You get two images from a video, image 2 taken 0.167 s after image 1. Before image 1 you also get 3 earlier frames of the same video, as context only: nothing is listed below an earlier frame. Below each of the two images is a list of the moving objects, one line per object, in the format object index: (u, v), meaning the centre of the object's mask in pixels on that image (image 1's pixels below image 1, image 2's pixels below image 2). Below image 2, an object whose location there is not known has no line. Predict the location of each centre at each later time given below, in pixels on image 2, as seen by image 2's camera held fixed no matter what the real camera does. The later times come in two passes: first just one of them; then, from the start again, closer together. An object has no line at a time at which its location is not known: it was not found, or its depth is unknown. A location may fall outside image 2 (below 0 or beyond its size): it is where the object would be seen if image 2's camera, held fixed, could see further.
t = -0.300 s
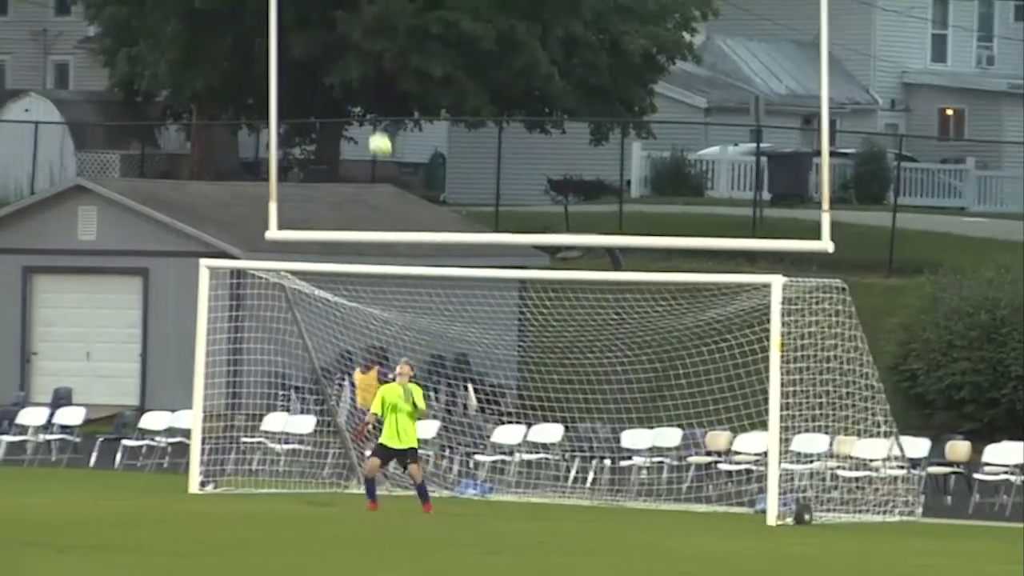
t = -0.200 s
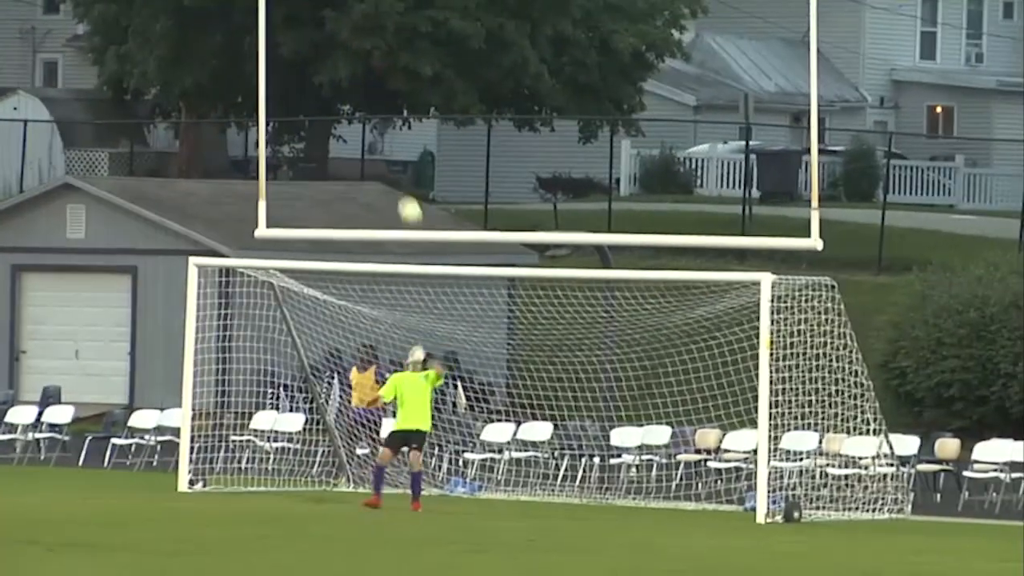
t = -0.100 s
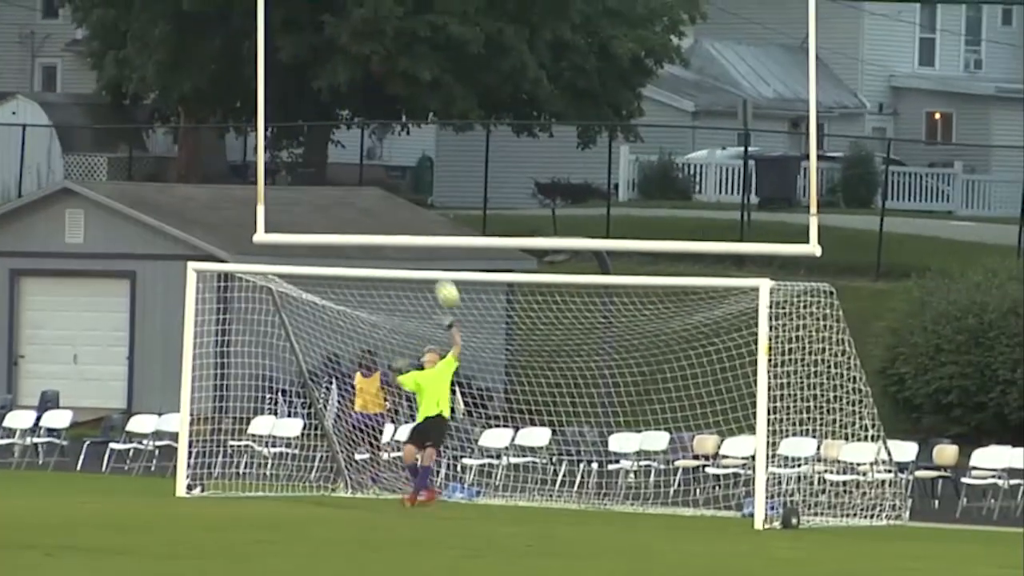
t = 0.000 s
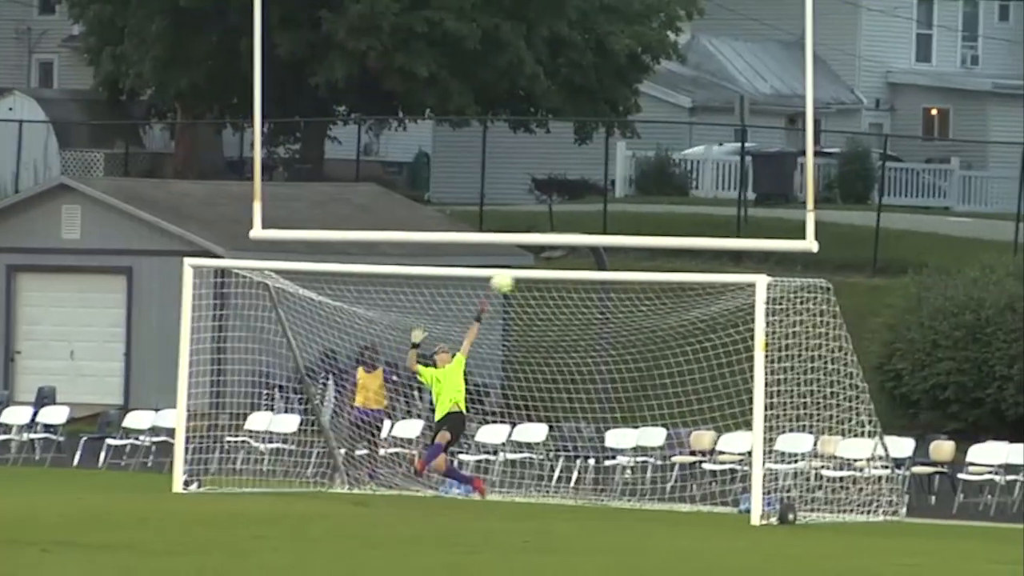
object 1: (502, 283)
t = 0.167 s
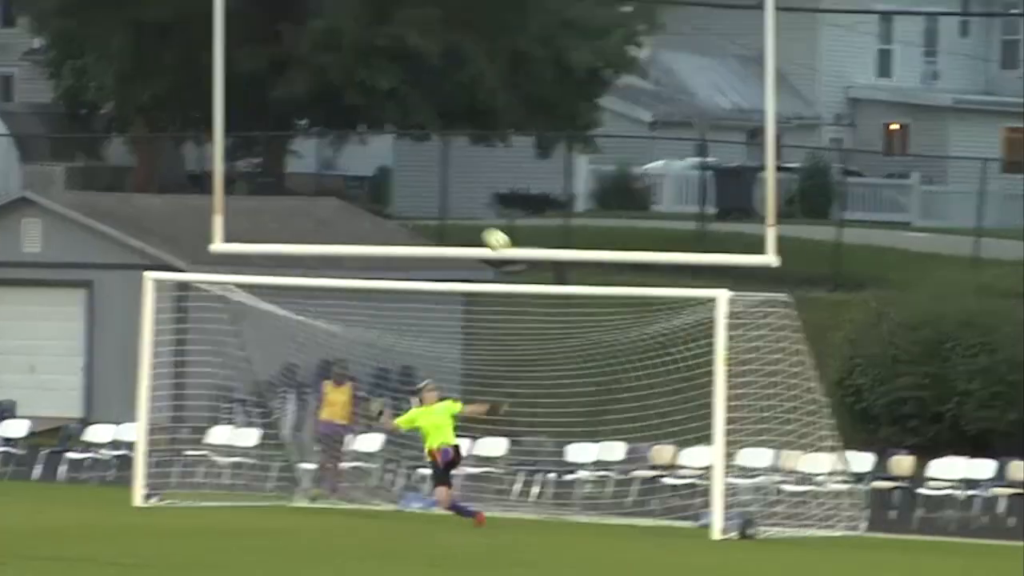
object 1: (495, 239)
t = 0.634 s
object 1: (395, 93)
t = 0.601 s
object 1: (403, 96)
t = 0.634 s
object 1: (395, 93)
